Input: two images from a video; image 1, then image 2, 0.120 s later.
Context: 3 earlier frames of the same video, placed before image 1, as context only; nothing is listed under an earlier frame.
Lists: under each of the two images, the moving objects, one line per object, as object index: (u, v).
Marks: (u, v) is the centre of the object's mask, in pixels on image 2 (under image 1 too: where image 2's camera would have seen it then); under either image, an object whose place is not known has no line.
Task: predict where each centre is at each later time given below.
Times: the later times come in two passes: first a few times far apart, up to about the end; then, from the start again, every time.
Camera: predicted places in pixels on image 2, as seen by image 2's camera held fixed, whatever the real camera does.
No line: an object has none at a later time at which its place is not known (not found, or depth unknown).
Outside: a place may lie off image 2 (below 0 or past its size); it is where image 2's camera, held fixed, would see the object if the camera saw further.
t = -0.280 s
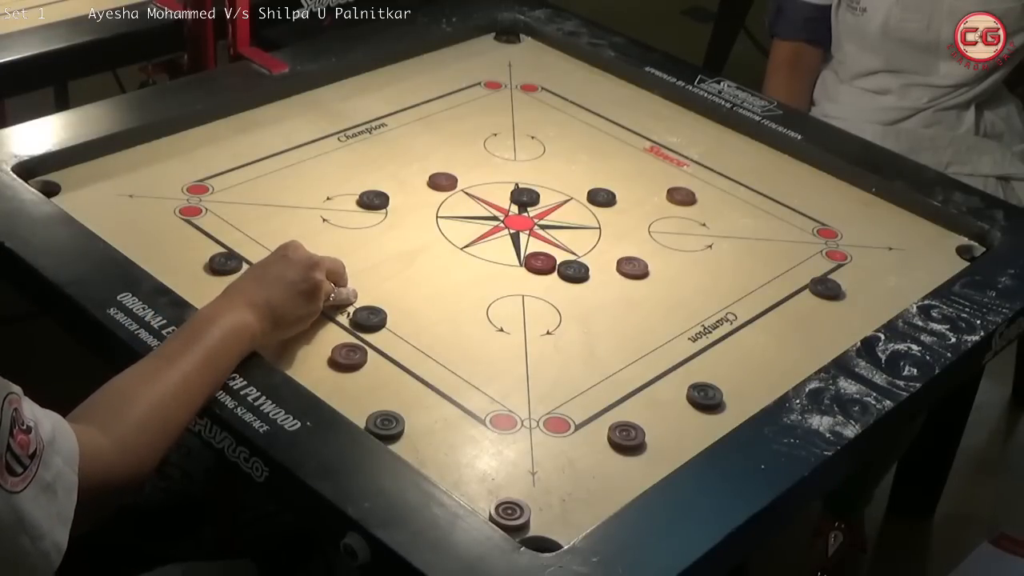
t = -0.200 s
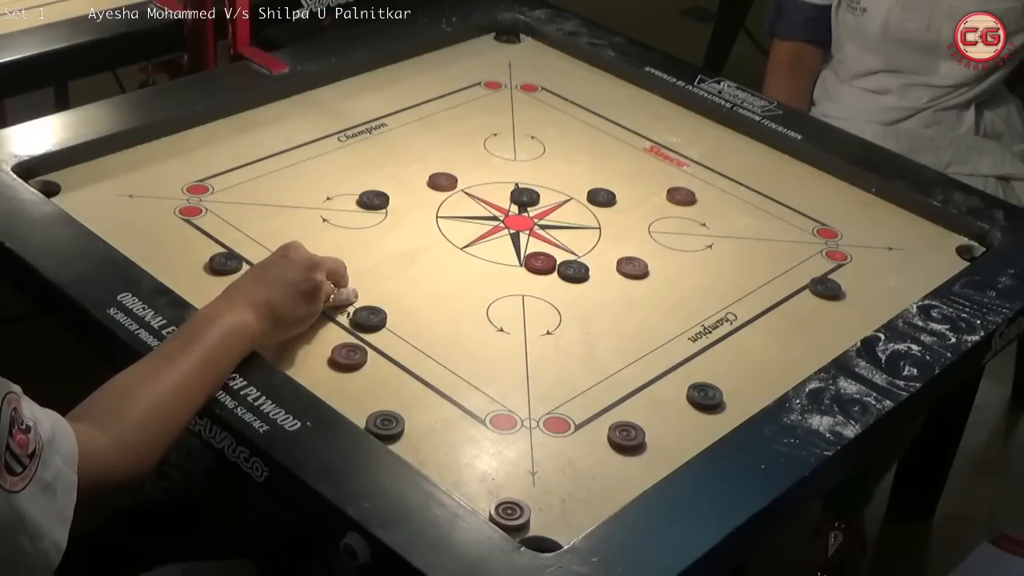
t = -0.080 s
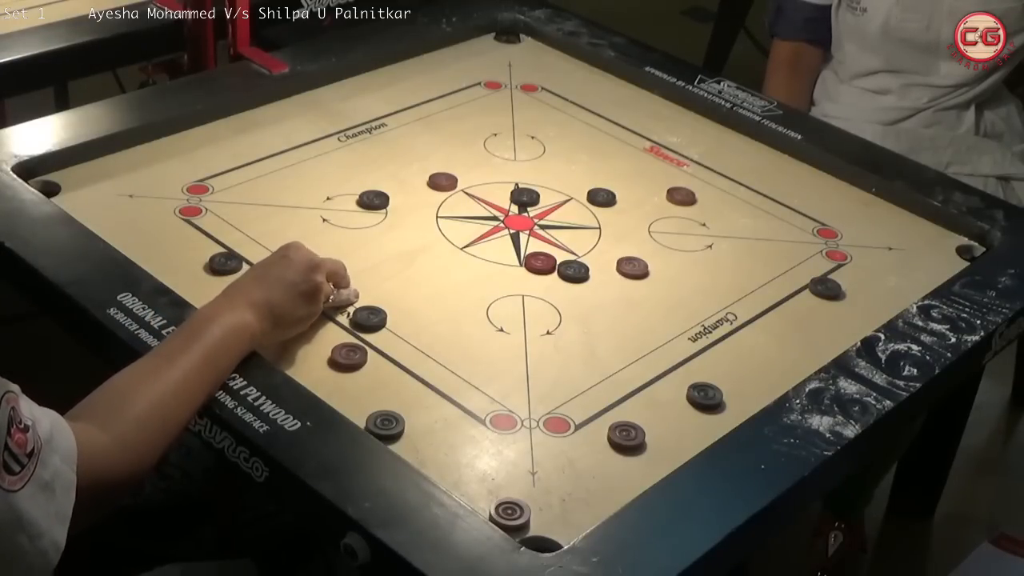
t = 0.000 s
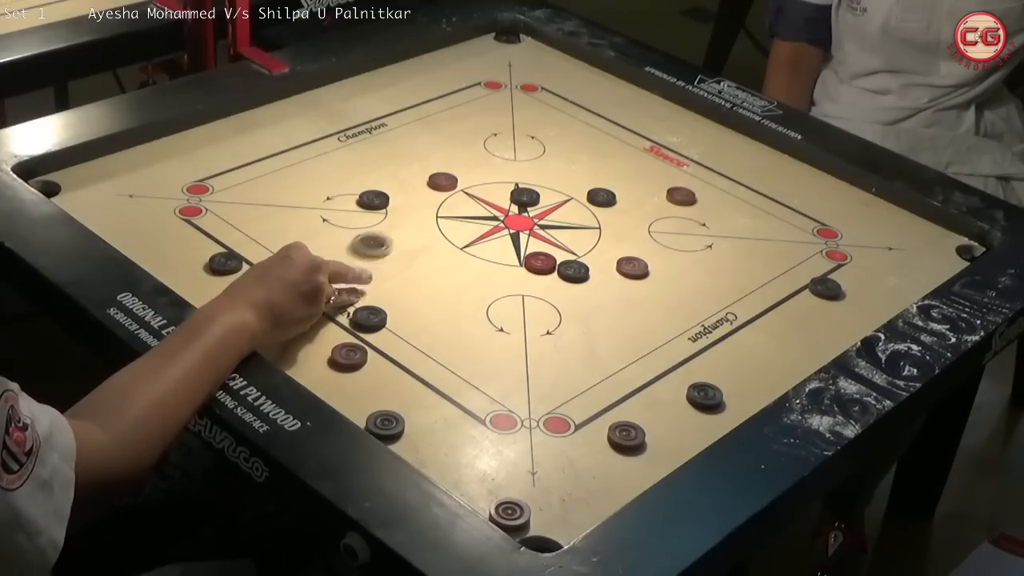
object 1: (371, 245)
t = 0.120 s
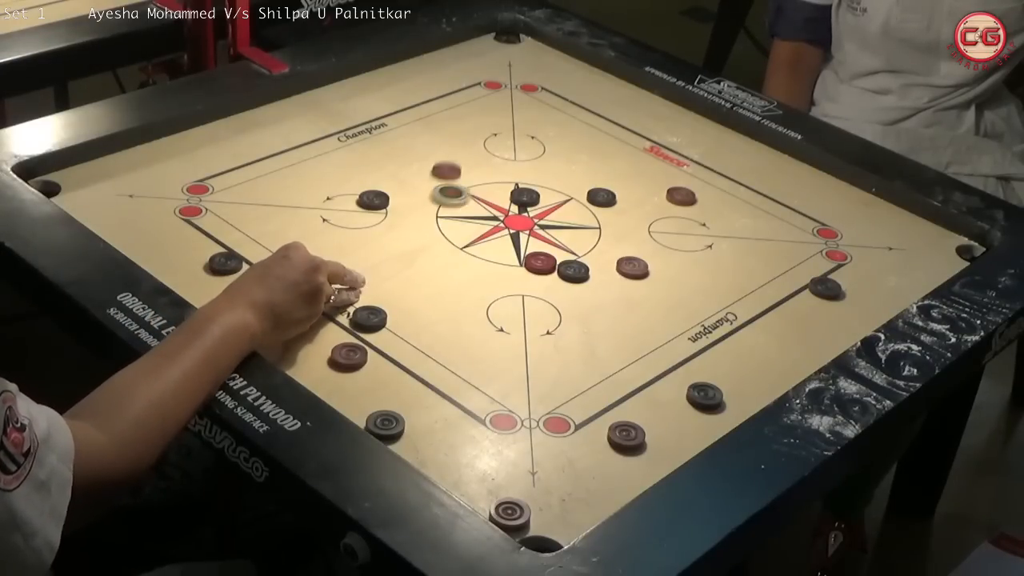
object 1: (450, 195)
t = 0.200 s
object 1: (488, 182)
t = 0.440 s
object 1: (565, 158)
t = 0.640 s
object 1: (596, 149)
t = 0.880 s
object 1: (601, 147)
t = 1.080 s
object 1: (601, 147)
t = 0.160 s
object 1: (470, 188)
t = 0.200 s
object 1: (488, 182)
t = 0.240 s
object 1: (504, 177)
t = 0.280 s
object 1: (519, 172)
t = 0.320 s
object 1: (533, 168)
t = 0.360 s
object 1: (545, 164)
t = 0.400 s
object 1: (556, 161)
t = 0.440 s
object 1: (565, 158)
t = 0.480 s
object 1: (574, 156)
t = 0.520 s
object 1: (581, 153)
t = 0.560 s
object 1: (587, 152)
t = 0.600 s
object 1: (592, 151)
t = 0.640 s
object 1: (596, 149)
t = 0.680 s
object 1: (598, 149)
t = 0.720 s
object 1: (600, 149)
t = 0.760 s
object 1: (601, 148)
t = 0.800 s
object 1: (601, 148)
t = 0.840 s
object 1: (601, 148)
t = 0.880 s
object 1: (601, 147)
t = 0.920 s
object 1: (601, 147)
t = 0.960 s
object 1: (601, 147)
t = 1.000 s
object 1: (601, 147)
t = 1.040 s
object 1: (601, 147)
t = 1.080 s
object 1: (601, 147)
